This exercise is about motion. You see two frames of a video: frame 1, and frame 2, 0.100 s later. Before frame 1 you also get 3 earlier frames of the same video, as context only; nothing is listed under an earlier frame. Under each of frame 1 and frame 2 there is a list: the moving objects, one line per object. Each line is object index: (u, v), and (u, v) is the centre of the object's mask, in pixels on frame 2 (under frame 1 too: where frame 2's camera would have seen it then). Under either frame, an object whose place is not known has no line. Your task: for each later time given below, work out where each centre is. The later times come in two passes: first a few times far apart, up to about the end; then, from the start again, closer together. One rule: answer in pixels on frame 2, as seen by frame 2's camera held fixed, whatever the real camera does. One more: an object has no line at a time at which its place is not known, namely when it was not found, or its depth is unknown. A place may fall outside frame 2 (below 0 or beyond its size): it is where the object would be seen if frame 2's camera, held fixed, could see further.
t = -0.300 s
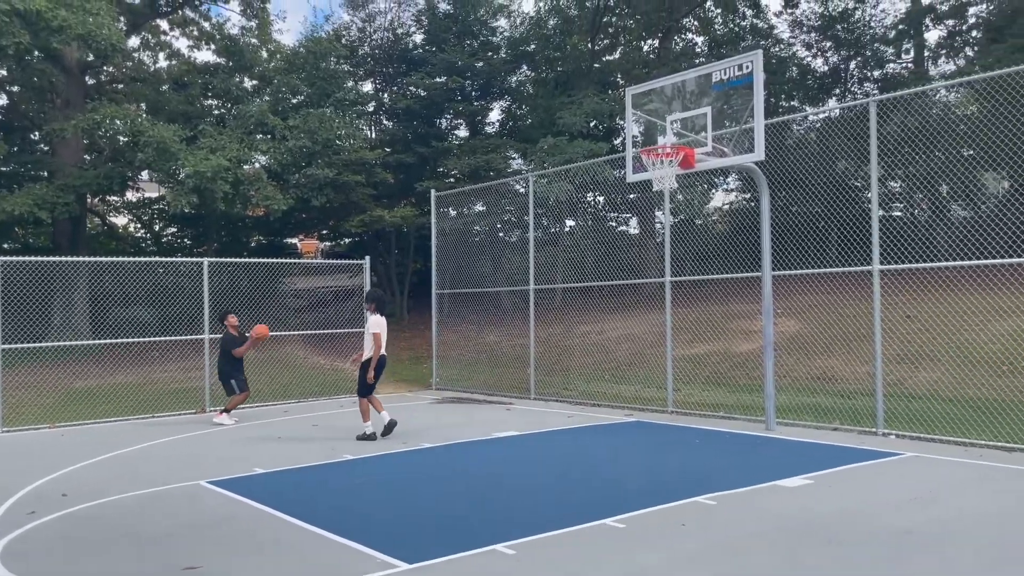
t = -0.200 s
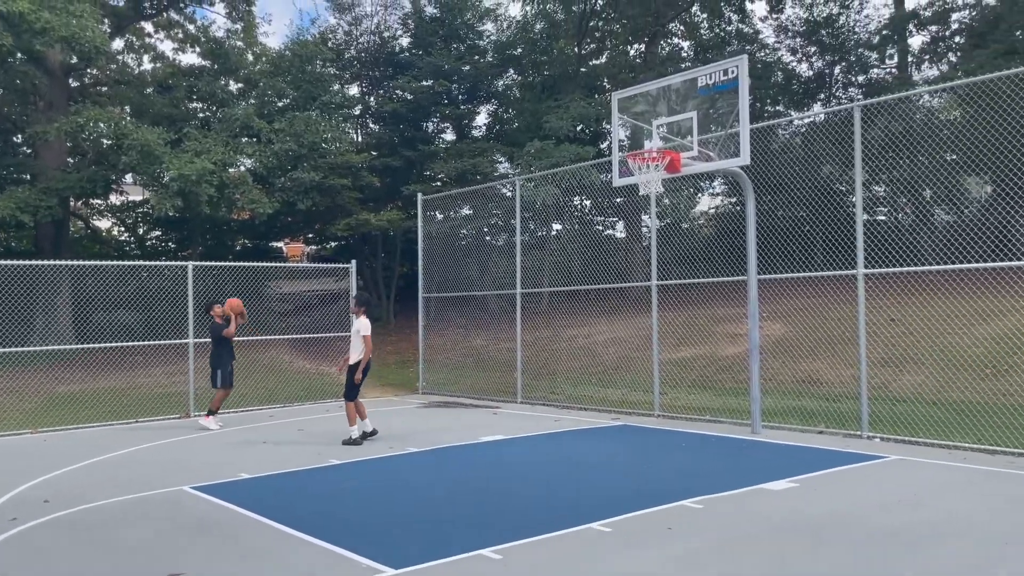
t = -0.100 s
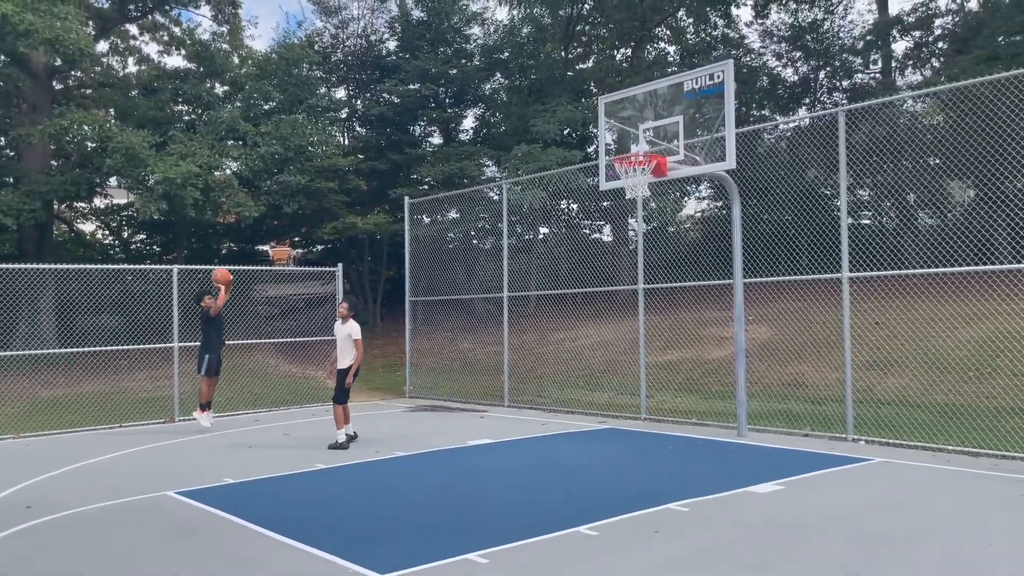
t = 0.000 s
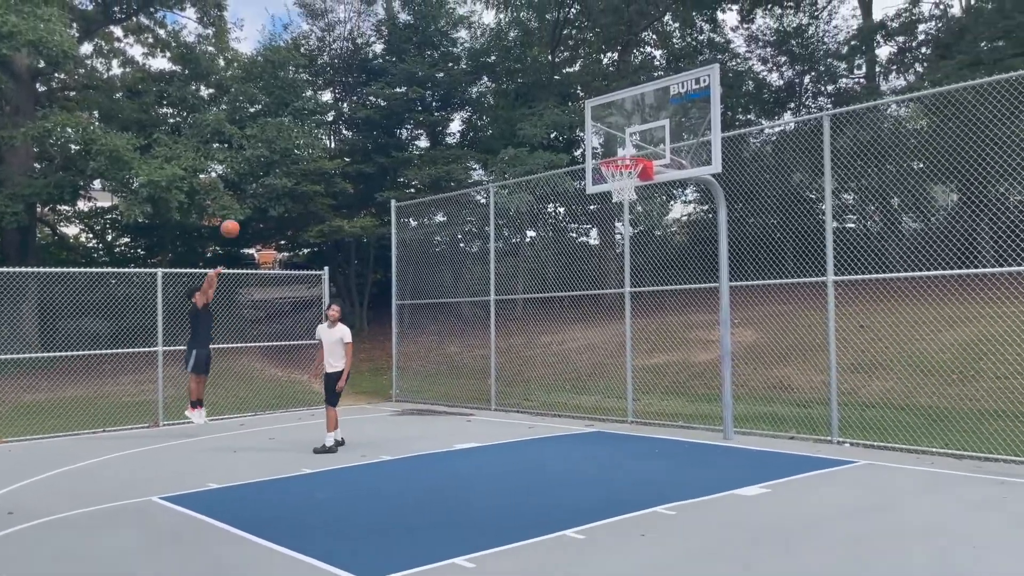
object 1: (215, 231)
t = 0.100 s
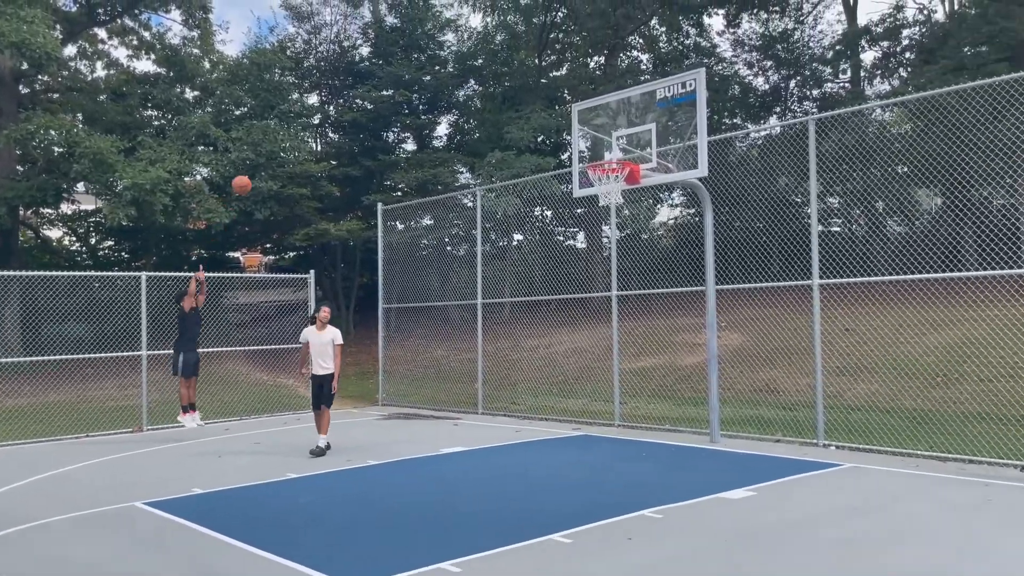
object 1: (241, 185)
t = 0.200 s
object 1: (268, 144)
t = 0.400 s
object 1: (326, 83)
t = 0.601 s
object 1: (386, 50)
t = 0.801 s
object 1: (452, 50)
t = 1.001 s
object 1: (524, 85)
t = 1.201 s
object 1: (598, 161)
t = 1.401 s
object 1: (644, 206)
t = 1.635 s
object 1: (683, 277)
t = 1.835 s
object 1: (721, 382)
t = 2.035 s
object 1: (739, 407)
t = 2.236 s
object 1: (734, 330)
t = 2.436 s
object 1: (730, 295)
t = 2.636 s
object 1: (728, 299)
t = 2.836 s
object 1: (726, 339)
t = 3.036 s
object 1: (725, 412)
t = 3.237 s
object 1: (719, 390)
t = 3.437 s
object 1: (711, 349)
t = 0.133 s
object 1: (250, 170)
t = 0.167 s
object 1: (259, 157)
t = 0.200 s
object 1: (268, 144)
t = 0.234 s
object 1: (278, 132)
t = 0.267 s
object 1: (287, 121)
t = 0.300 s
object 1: (296, 109)
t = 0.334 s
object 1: (306, 100)
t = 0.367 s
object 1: (316, 91)
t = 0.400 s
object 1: (326, 83)
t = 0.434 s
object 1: (335, 75)
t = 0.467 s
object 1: (345, 69)
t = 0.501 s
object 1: (355, 63)
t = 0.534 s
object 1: (365, 58)
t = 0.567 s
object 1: (376, 54)
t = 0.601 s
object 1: (386, 50)
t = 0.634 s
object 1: (397, 48)
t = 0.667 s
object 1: (408, 46)
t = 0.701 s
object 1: (418, 46)
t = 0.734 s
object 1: (430, 46)
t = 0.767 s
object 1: (441, 47)
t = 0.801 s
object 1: (452, 50)
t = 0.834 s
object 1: (464, 53)
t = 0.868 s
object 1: (475, 58)
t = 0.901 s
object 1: (487, 63)
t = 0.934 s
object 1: (499, 69)
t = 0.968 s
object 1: (511, 77)
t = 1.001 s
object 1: (524, 85)
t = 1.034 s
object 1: (536, 95)
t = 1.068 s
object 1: (549, 106)
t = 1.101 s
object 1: (561, 118)
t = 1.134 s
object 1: (573, 131)
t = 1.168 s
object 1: (586, 146)
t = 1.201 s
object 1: (598, 161)
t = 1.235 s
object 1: (611, 179)
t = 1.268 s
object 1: (623, 188)
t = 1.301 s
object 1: (628, 192)
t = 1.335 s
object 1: (633, 196)
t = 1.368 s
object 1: (639, 200)
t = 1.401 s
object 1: (644, 206)
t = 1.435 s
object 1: (650, 212)
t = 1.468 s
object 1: (655, 221)
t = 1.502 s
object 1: (661, 230)
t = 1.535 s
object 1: (666, 240)
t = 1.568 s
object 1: (672, 251)
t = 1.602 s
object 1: (678, 264)
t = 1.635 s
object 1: (683, 277)
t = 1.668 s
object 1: (689, 291)
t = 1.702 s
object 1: (695, 307)
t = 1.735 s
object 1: (701, 324)
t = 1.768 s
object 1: (709, 342)
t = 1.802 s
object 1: (714, 361)
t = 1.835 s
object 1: (721, 382)
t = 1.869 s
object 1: (728, 403)
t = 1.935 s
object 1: (741, 450)
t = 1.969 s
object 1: (742, 443)
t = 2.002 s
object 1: (741, 424)
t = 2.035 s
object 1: (739, 407)
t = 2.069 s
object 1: (739, 391)
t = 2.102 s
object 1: (738, 376)
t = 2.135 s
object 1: (737, 363)
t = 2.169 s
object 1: (736, 351)
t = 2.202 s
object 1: (735, 340)
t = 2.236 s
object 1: (734, 330)
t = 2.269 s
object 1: (733, 322)
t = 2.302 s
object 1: (732, 315)
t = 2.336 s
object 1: (732, 308)
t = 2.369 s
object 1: (731, 302)
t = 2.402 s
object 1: (731, 299)
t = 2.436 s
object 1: (730, 295)
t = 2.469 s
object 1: (730, 294)
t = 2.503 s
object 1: (730, 293)
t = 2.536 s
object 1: (729, 293)
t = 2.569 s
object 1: (728, 294)
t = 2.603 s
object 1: (728, 296)
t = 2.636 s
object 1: (728, 299)
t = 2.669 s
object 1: (727, 304)
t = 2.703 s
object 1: (727, 308)
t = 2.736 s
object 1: (726, 315)
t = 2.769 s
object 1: (726, 322)
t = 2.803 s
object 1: (726, 330)
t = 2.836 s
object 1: (726, 339)
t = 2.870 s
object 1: (726, 349)
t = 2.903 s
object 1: (725, 359)
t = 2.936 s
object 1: (725, 371)
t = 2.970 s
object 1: (725, 384)
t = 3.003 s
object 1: (725, 398)
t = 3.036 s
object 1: (725, 412)
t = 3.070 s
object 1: (725, 427)
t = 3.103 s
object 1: (725, 438)
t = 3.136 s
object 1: (723, 425)
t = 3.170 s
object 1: (722, 412)
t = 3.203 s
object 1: (720, 401)
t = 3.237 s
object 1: (719, 390)
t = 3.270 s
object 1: (717, 381)
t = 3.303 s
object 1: (716, 373)
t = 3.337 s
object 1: (715, 365)
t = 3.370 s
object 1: (713, 359)
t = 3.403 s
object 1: (712, 353)
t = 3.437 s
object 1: (711, 349)
